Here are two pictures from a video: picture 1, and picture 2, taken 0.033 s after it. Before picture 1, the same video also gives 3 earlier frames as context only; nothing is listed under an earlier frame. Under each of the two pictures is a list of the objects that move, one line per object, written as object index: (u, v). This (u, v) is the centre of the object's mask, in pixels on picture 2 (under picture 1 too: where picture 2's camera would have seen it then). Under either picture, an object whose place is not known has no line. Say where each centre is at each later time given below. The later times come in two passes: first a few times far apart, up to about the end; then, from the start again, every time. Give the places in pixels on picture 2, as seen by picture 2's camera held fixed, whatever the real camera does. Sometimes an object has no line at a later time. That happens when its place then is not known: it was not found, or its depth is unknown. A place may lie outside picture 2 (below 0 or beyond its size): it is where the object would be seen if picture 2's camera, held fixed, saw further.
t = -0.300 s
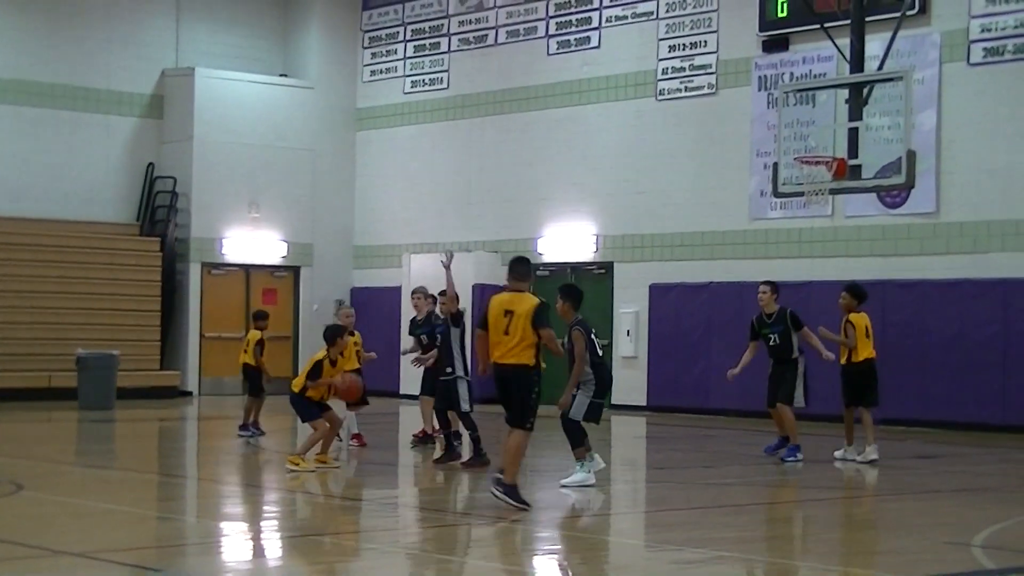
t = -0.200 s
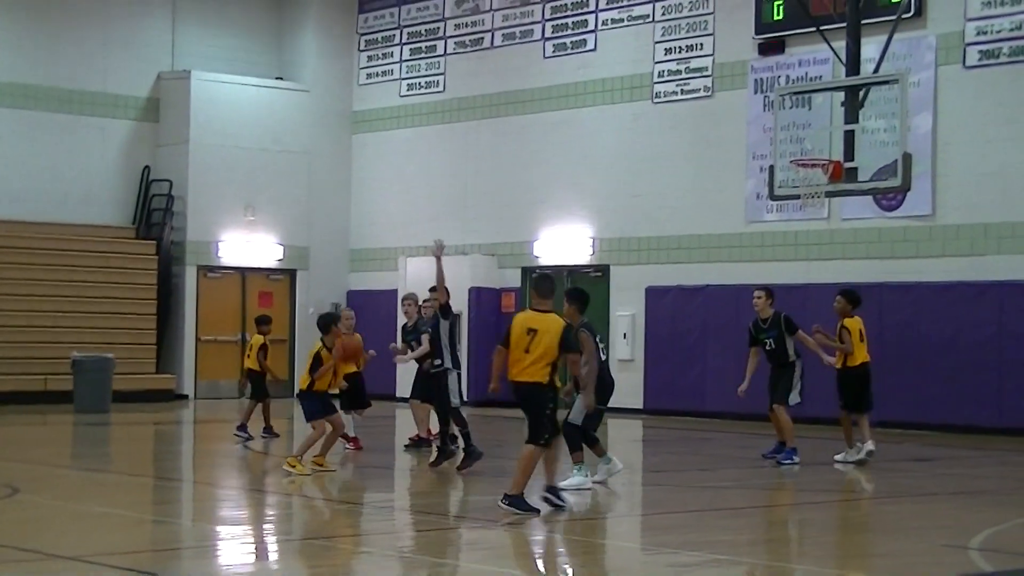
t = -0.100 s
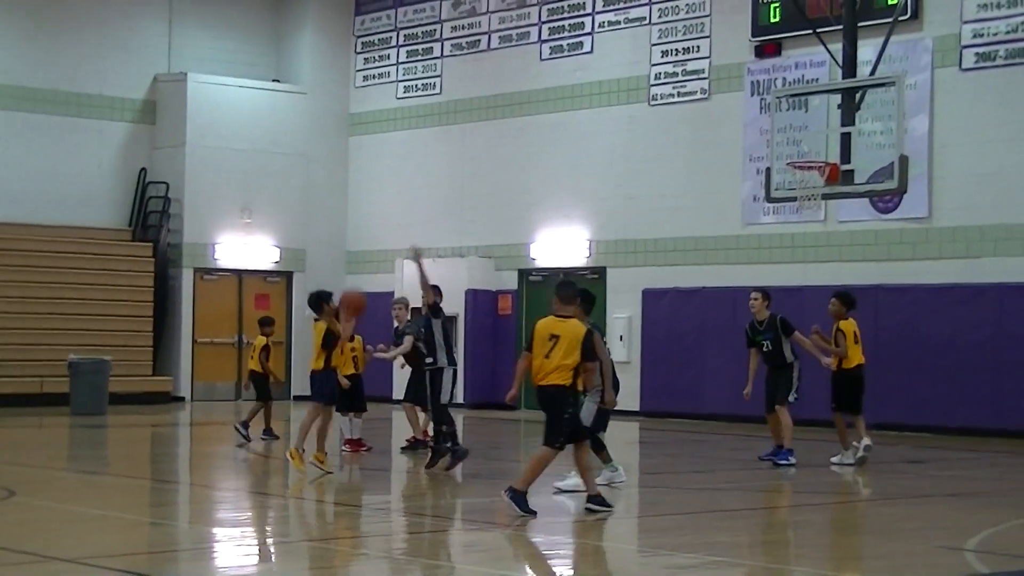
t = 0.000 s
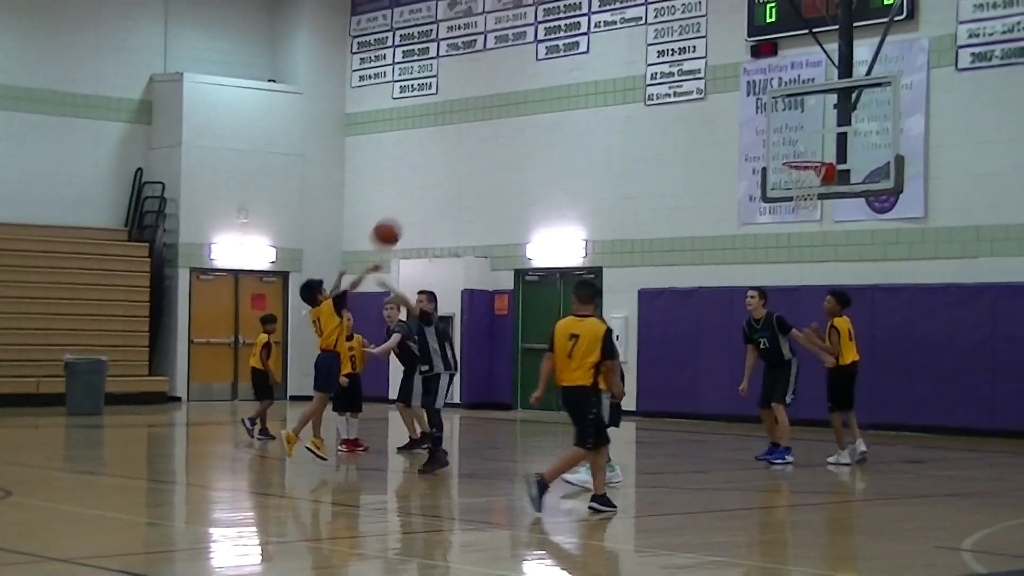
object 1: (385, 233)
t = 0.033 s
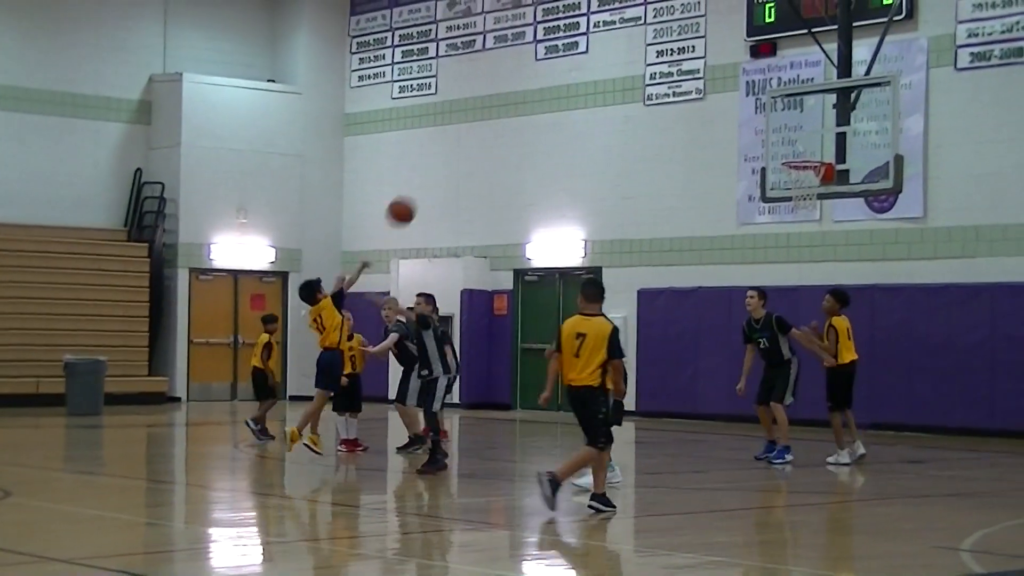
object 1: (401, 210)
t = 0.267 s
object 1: (504, 96)
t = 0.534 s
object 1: (610, 45)
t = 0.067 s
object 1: (416, 190)
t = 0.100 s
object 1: (432, 171)
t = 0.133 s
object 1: (447, 153)
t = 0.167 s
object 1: (461, 137)
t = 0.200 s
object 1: (475, 122)
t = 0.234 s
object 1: (489, 108)
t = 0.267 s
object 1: (504, 96)
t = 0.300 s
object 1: (517, 85)
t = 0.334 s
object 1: (531, 76)
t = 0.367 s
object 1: (545, 67)
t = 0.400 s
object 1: (559, 60)
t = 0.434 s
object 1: (572, 54)
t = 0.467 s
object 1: (585, 50)
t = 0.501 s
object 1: (598, 47)
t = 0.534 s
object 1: (610, 45)
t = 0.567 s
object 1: (623, 45)
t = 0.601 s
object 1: (636, 45)
